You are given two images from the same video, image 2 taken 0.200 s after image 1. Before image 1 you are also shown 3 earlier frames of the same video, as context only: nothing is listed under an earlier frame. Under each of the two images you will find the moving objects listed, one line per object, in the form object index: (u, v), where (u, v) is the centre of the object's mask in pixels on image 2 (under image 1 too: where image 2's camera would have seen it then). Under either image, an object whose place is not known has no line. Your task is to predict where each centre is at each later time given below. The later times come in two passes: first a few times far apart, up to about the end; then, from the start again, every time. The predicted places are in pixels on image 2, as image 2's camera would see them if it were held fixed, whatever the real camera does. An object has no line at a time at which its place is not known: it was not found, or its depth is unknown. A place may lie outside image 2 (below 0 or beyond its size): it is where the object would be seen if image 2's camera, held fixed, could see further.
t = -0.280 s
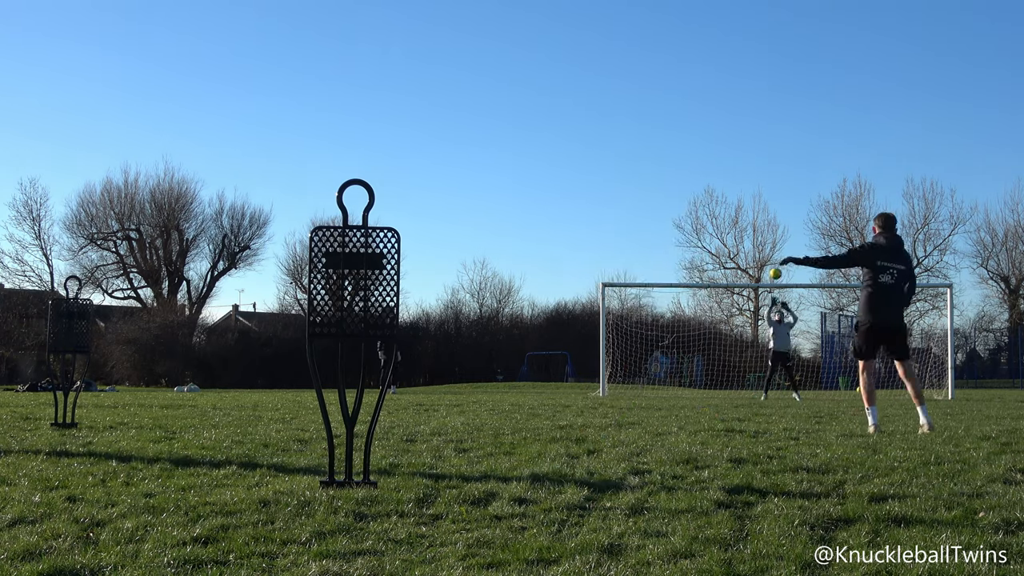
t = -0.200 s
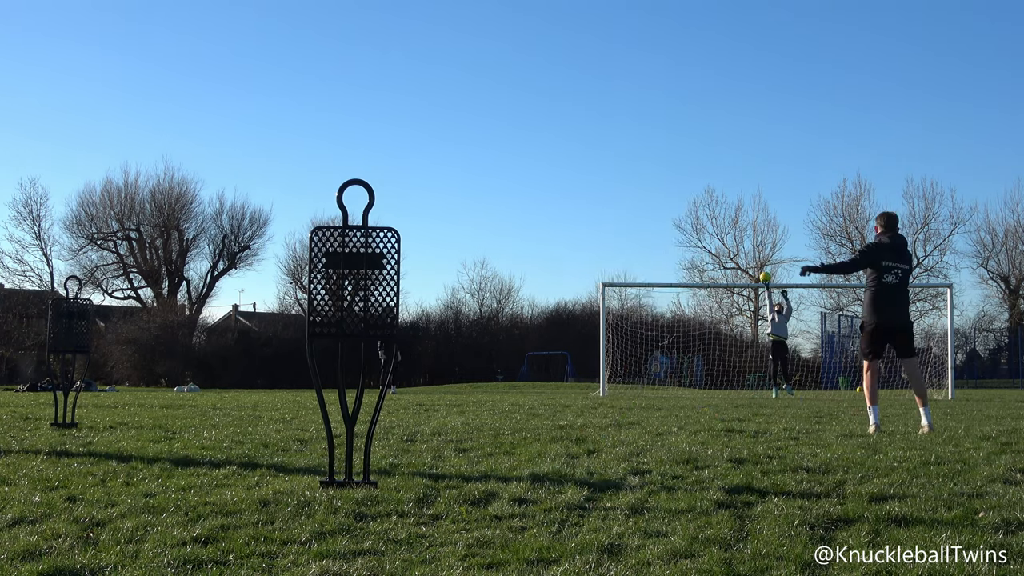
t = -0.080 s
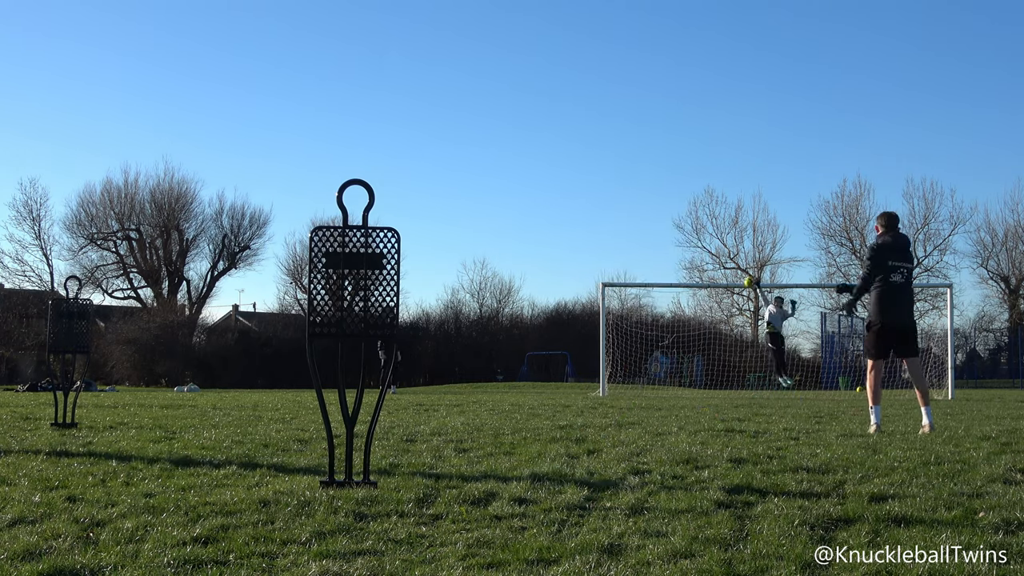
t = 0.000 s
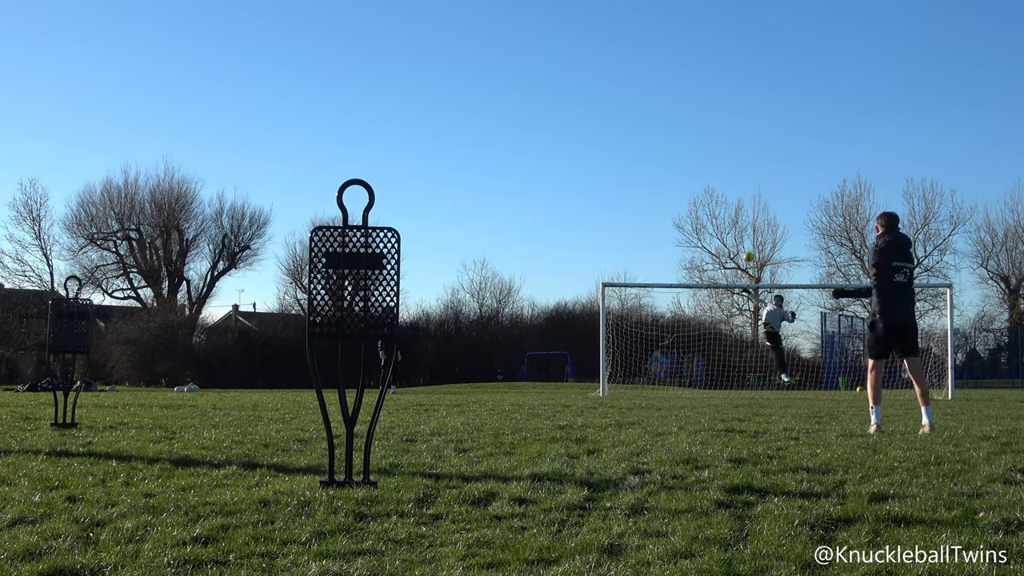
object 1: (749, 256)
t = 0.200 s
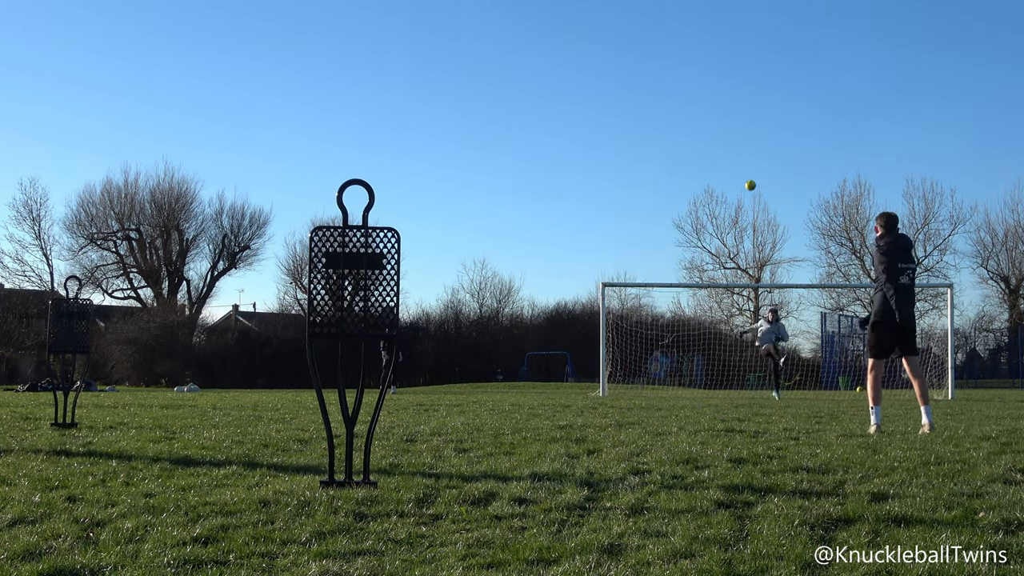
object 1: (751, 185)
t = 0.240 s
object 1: (751, 172)
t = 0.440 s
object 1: (754, 121)
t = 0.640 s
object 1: (755, 87)
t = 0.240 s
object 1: (751, 172)
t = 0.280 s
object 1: (752, 161)
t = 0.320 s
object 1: (752, 150)
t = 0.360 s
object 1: (752, 140)
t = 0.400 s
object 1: (752, 130)
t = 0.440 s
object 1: (754, 121)
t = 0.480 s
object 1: (753, 113)
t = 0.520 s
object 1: (754, 106)
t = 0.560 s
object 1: (754, 99)
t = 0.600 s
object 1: (754, 92)
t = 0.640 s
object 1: (755, 87)
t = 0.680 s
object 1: (755, 82)
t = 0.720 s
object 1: (755, 78)
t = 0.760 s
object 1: (755, 75)
